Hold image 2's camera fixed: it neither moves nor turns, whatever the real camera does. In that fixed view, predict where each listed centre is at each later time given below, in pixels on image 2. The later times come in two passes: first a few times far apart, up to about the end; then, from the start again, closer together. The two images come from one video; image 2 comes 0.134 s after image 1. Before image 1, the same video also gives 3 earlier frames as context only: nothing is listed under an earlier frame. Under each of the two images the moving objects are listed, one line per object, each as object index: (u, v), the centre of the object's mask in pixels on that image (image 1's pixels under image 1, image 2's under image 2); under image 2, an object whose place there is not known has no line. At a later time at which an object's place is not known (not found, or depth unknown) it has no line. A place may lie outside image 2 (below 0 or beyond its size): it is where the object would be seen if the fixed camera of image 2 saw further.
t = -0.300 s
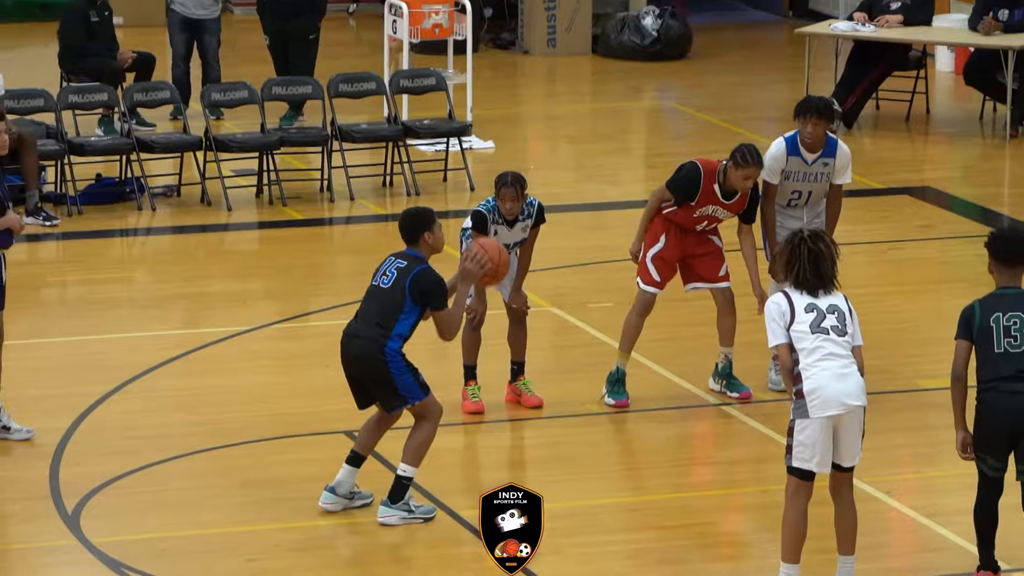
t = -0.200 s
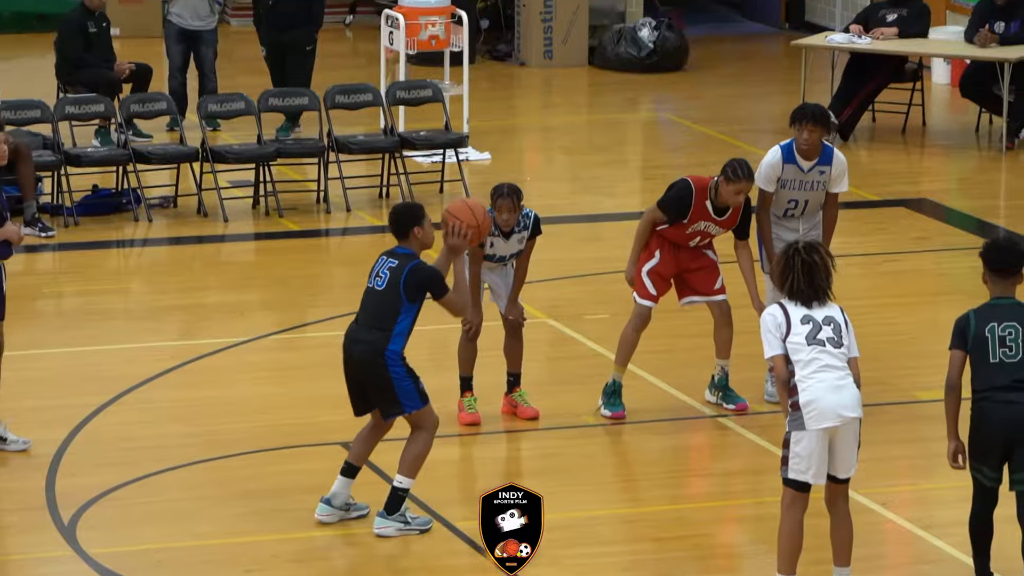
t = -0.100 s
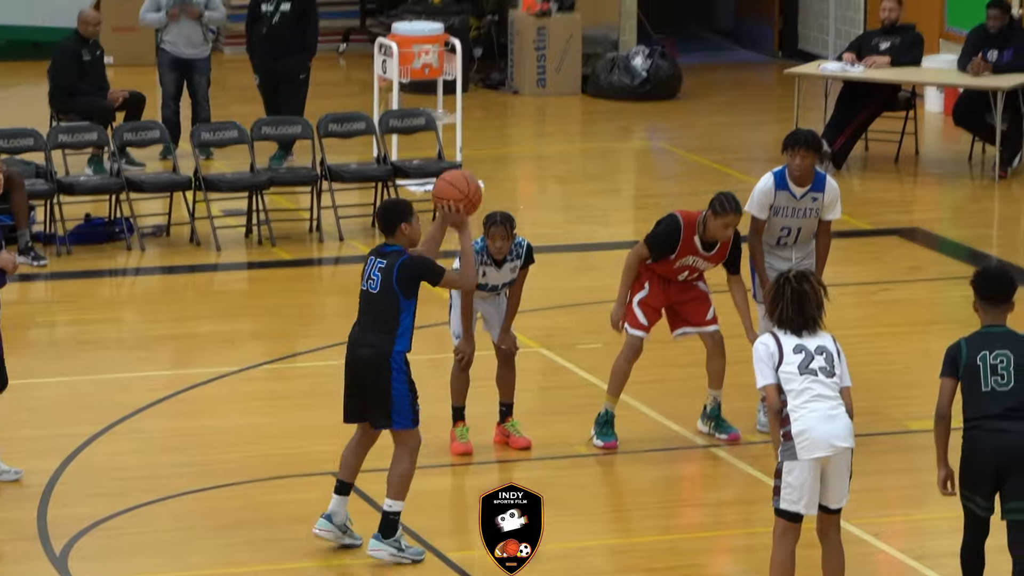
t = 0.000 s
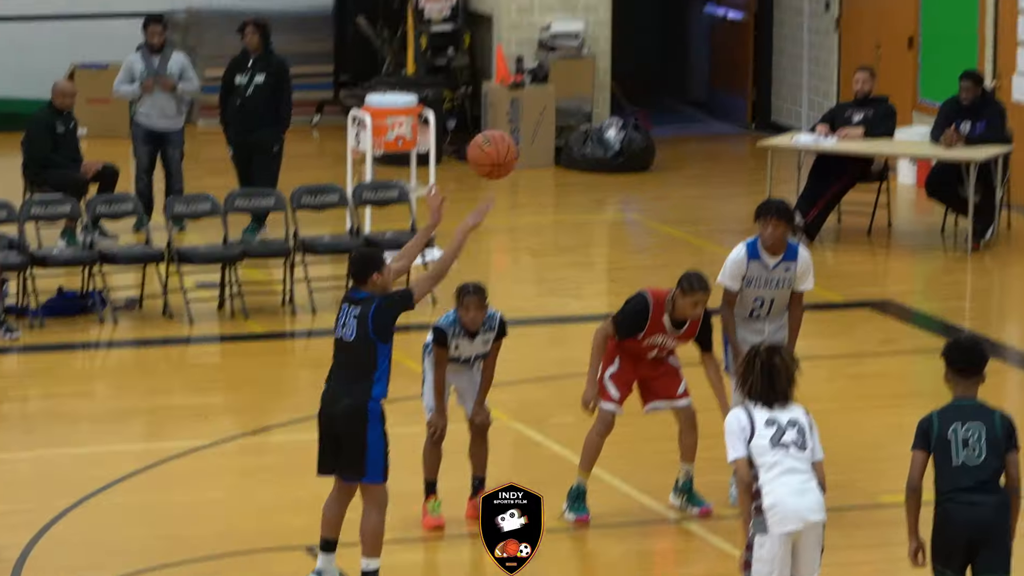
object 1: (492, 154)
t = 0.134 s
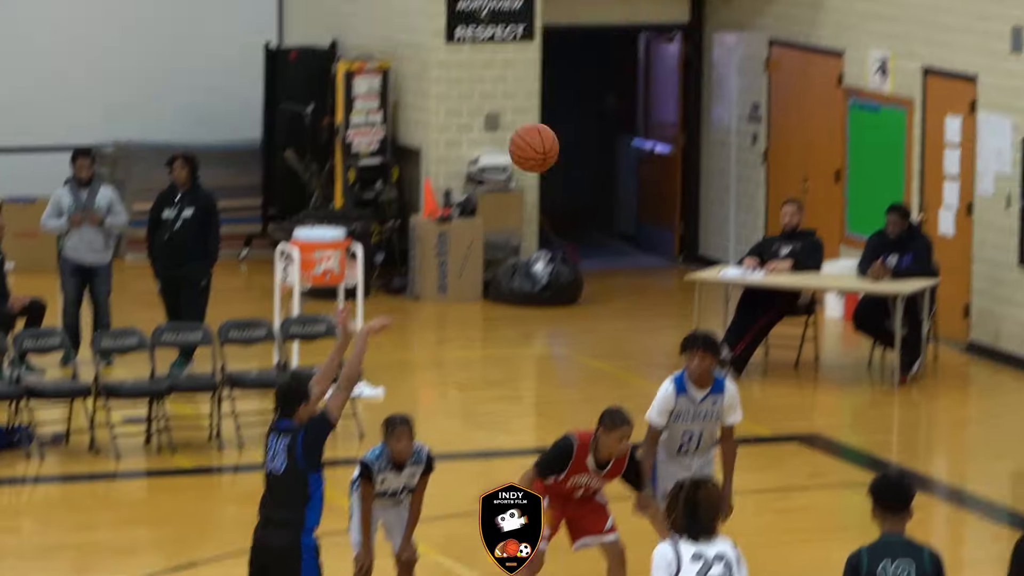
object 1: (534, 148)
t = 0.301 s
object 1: (666, 24)
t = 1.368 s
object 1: (836, 89)
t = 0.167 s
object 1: (561, 118)
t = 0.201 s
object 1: (587, 91)
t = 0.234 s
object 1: (614, 67)
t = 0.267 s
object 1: (640, 45)
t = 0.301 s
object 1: (666, 24)
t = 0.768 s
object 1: (1032, -23)
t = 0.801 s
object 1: (1056, -9)
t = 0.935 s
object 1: (1157, 66)
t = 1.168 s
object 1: (1010, 53)
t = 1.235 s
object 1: (951, 56)
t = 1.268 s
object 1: (922, 63)
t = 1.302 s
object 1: (894, 69)
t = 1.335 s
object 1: (865, 78)
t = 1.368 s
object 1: (836, 89)
